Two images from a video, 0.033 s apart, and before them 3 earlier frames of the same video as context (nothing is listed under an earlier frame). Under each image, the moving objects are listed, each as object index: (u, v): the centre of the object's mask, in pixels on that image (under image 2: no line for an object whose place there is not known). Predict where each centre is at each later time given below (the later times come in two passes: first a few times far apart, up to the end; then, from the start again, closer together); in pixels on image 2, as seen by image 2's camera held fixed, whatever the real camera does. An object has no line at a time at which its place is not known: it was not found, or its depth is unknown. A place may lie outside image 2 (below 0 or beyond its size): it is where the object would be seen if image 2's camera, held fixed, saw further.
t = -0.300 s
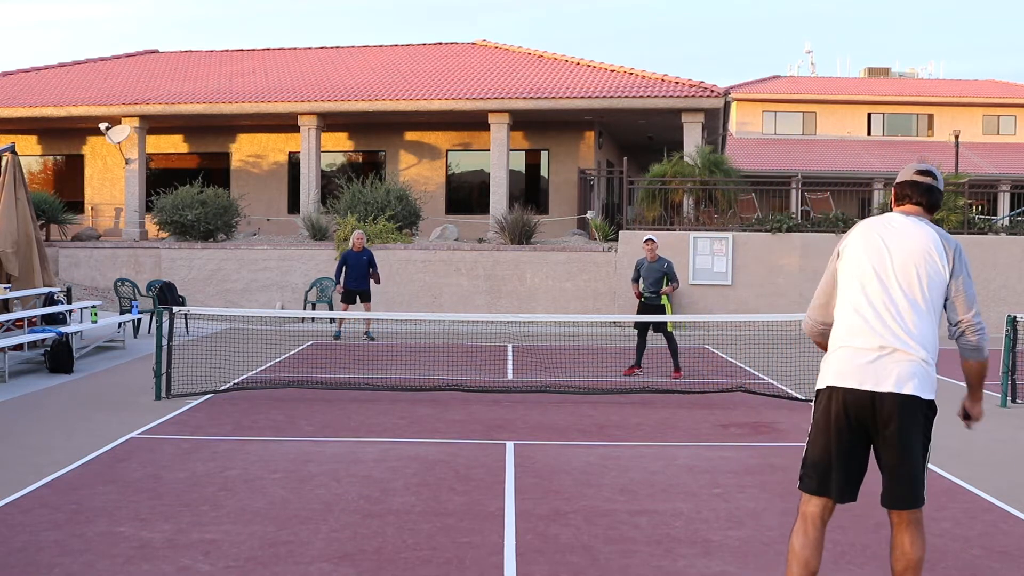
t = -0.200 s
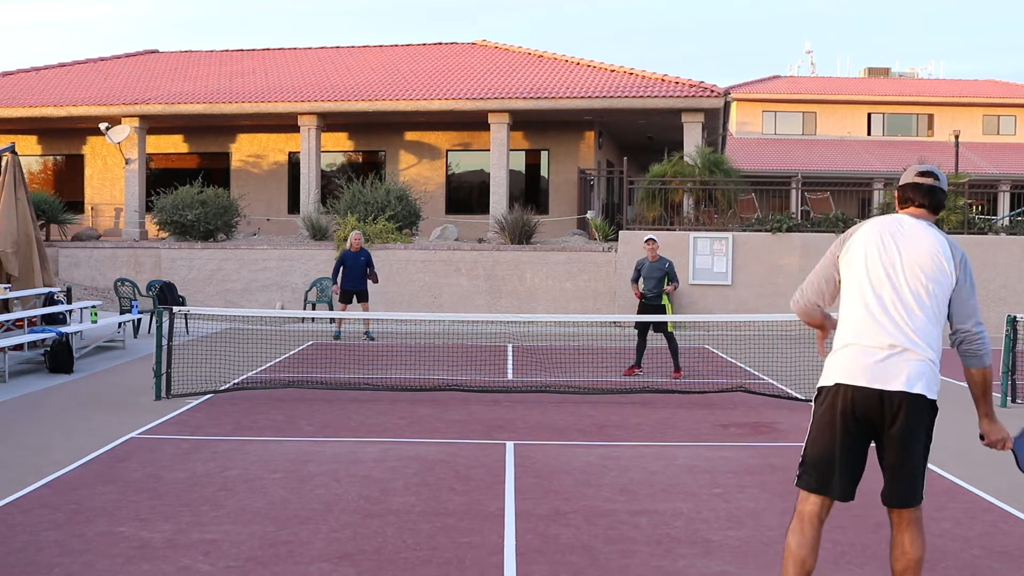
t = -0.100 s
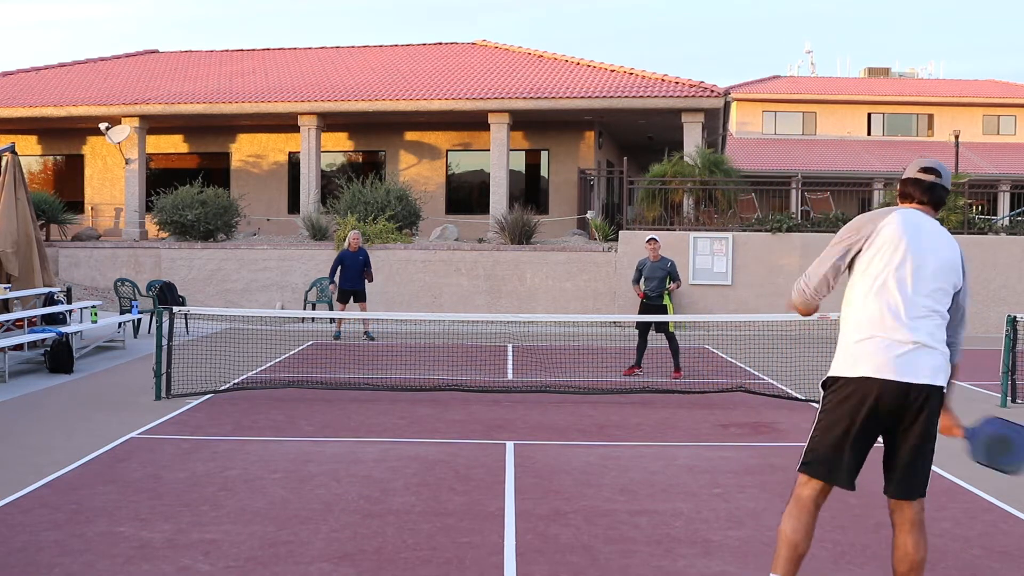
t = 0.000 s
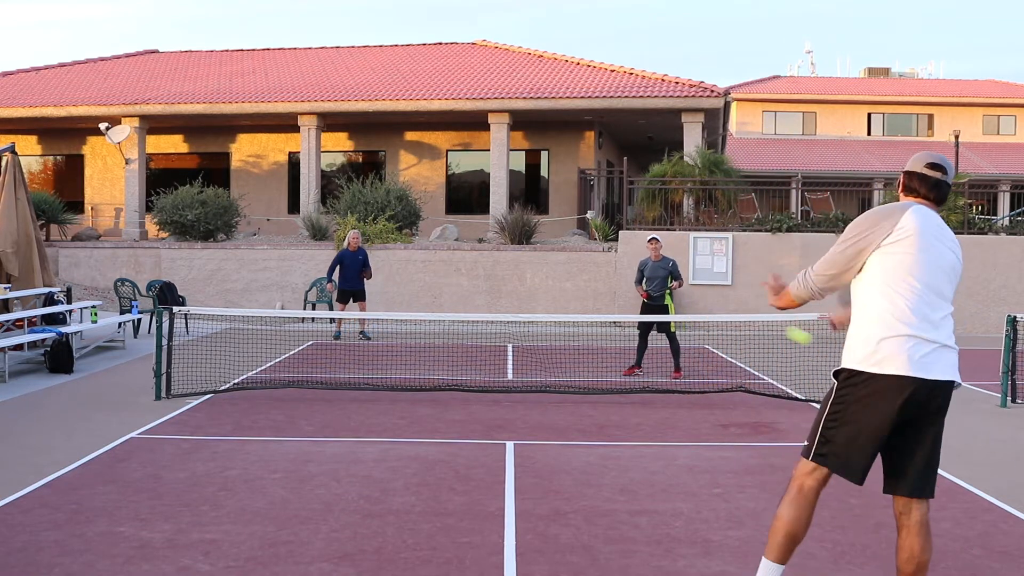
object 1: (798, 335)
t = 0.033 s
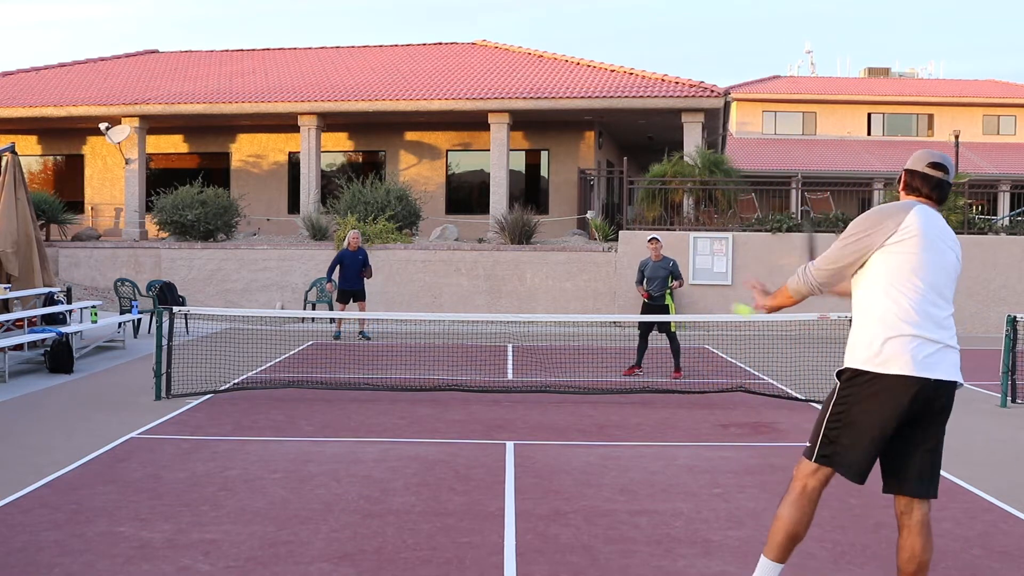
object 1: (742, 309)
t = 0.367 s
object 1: (474, 264)
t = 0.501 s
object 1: (430, 288)
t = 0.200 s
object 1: (566, 257)
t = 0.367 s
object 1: (474, 264)
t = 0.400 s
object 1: (462, 269)
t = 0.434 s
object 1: (450, 275)
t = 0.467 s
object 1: (439, 281)
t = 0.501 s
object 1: (430, 288)
